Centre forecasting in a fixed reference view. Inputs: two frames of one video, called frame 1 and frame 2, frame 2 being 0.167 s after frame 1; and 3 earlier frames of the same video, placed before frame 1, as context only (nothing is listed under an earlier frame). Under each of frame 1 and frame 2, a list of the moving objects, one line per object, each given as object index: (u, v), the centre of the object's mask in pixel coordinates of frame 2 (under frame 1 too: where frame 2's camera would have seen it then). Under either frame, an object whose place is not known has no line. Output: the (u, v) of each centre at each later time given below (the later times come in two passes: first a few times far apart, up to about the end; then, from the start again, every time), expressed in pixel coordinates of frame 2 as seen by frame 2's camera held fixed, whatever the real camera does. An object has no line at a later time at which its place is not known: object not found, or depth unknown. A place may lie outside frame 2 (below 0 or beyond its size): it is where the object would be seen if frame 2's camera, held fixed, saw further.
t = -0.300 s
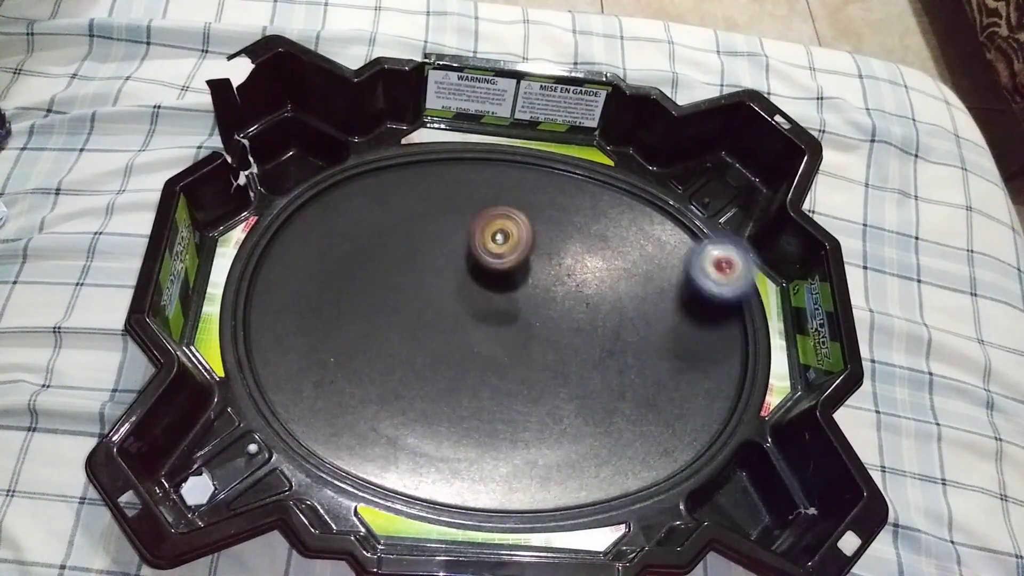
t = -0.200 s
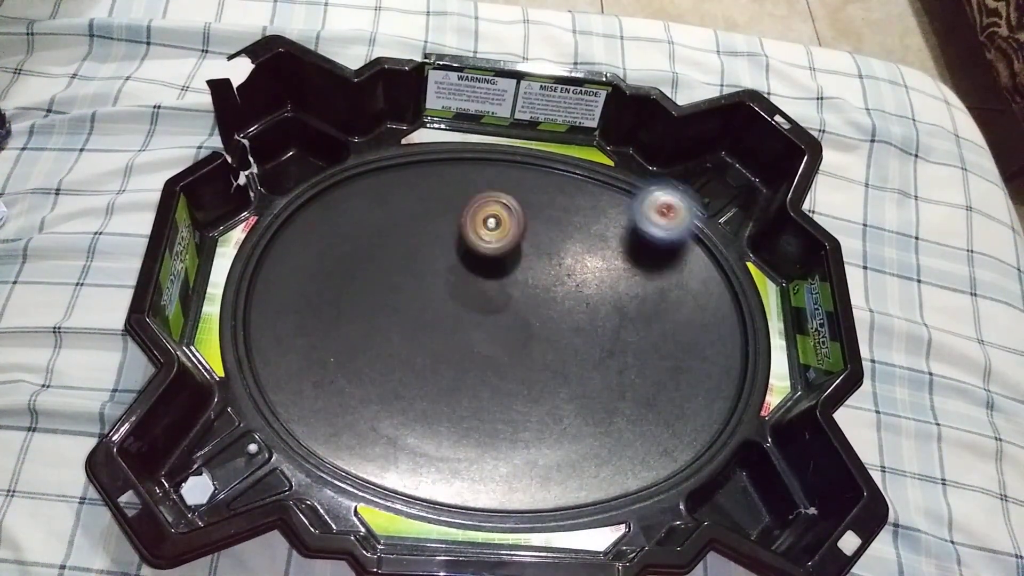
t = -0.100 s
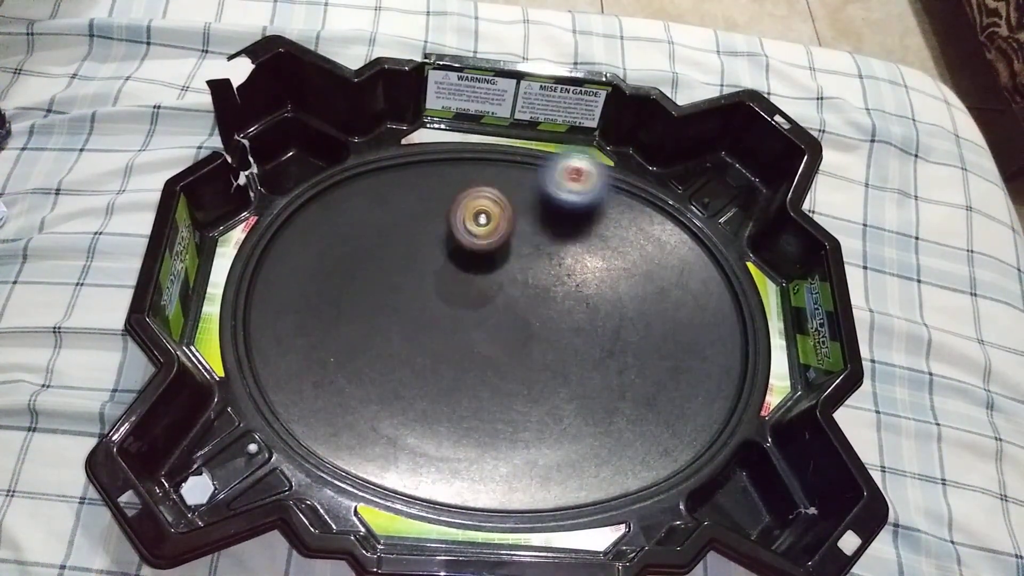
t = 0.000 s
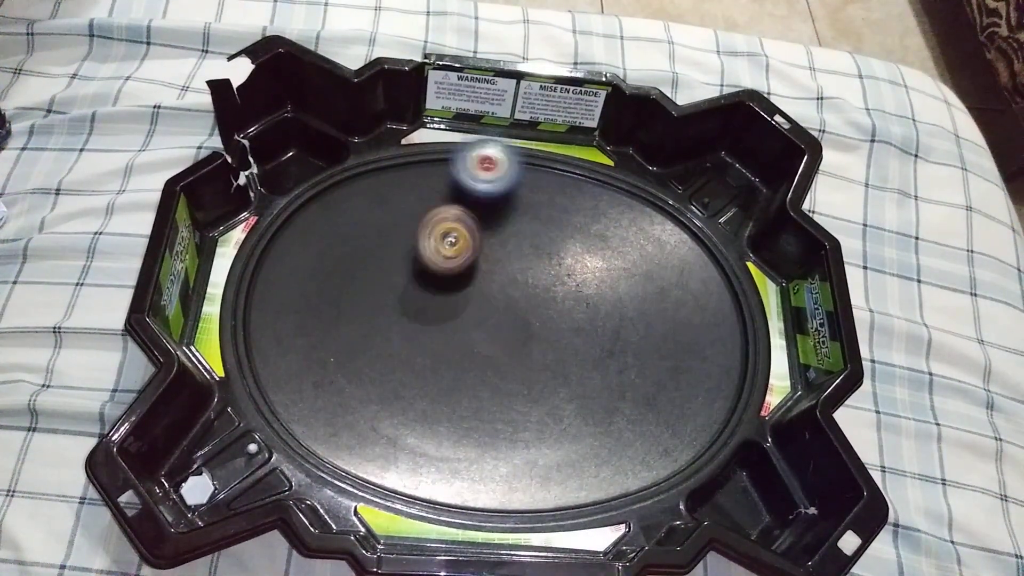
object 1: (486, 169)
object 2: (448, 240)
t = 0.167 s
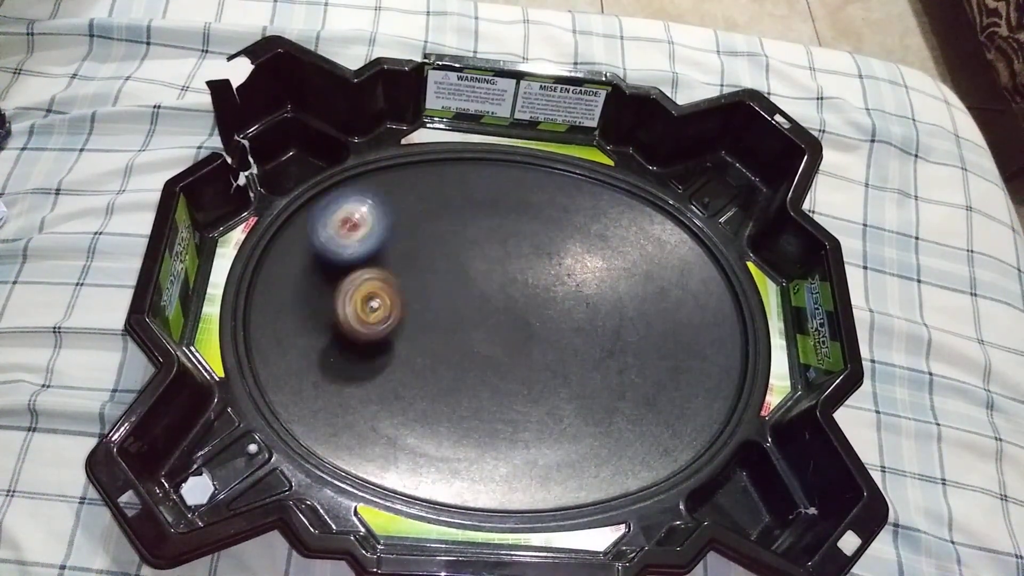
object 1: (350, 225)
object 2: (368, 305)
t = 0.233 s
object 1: (303, 267)
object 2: (342, 350)
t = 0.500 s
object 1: (275, 366)
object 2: (457, 504)
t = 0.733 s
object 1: (438, 415)
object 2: (606, 508)
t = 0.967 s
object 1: (593, 308)
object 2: (585, 383)
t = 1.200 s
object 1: (554, 184)
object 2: (513, 277)
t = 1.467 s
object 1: (431, 158)
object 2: (348, 320)
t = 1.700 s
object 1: (384, 271)
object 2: (213, 469)
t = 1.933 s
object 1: (518, 383)
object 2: (233, 453)
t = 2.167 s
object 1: (670, 357)
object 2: (210, 450)
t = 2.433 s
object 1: (680, 263)
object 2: (218, 440)
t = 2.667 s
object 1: (564, 240)
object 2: (257, 415)
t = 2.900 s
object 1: (495, 331)
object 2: (366, 350)
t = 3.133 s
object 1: (665, 327)
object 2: (348, 291)
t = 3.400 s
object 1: (674, 274)
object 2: (419, 288)
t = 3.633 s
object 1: (588, 273)
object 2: (480, 265)
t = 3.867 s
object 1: (529, 341)
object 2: (473, 239)
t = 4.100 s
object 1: (507, 390)
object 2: (458, 282)
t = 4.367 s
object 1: (489, 416)
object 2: (513, 345)
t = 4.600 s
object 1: (475, 406)
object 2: (551, 319)
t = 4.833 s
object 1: (437, 359)
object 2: (523, 296)
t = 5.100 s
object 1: (396, 305)
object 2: (490, 343)
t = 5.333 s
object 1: (369, 275)
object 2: (520, 379)
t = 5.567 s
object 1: (368, 273)
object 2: (537, 353)
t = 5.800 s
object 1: (413, 291)
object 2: (498, 326)
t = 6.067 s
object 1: (447, 296)
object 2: (538, 369)
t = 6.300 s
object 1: (498, 308)
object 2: (549, 362)
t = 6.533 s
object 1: (497, 279)
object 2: (572, 387)
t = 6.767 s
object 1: (486, 286)
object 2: (541, 375)
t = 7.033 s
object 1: (495, 311)
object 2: (483, 388)
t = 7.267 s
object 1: (491, 339)
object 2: (467, 404)
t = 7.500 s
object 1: (507, 313)
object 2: (429, 452)
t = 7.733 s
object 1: (511, 307)
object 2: (406, 416)
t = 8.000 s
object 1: (519, 309)
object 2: (393, 364)
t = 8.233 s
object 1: (514, 318)
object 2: (388, 349)
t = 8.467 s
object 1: (499, 330)
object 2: (387, 328)
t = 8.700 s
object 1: (484, 341)
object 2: (392, 316)
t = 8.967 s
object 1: (477, 350)
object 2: (410, 307)
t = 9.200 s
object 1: (494, 363)
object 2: (414, 286)
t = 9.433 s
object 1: (506, 361)
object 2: (441, 295)
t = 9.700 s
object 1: (505, 348)
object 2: (473, 290)
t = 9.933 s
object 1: (530, 395)
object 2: (448, 216)
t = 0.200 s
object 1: (324, 248)
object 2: (354, 326)
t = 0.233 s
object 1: (303, 267)
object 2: (342, 350)
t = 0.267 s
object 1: (287, 289)
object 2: (330, 373)
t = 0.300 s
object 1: (279, 314)
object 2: (319, 394)
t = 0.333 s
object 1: (274, 335)
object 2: (315, 420)
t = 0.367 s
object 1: (263, 335)
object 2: (340, 462)
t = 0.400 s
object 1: (259, 337)
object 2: (365, 498)
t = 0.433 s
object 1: (260, 344)
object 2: (399, 498)
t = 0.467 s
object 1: (265, 353)
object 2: (430, 501)
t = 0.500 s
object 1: (275, 366)
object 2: (457, 504)
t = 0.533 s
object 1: (288, 380)
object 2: (482, 508)
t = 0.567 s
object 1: (305, 392)
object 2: (506, 512)
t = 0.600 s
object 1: (327, 403)
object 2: (527, 515)
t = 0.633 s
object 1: (352, 410)
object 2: (550, 521)
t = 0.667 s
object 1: (379, 415)
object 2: (576, 526)
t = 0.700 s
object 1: (408, 417)
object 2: (599, 523)
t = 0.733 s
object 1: (438, 415)
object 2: (606, 508)
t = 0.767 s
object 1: (467, 410)
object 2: (611, 489)
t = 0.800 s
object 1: (495, 401)
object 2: (614, 473)
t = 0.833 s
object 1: (524, 388)
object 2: (612, 458)
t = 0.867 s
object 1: (547, 373)
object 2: (607, 436)
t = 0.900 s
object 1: (566, 354)
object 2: (601, 419)
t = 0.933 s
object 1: (581, 329)
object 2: (594, 401)
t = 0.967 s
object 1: (593, 308)
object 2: (585, 383)
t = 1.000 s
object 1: (596, 285)
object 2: (576, 367)
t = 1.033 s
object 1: (598, 260)
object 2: (566, 352)
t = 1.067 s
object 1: (596, 241)
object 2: (556, 335)
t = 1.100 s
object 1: (591, 222)
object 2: (547, 321)
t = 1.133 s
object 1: (583, 207)
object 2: (536, 305)
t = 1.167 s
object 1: (569, 194)
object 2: (525, 291)
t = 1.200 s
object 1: (554, 184)
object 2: (513, 277)
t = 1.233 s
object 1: (538, 176)
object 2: (501, 266)
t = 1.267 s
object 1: (520, 171)
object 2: (489, 253)
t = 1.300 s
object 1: (500, 167)
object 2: (476, 242)
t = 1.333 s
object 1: (479, 166)
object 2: (463, 233)
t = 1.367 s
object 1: (465, 154)
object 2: (439, 245)
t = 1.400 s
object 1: (455, 143)
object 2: (412, 270)
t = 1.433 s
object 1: (442, 144)
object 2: (376, 301)
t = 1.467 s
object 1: (431, 158)
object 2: (348, 320)
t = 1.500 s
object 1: (420, 174)
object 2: (319, 344)
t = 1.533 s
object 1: (409, 188)
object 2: (289, 372)
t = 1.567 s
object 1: (396, 202)
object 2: (261, 389)
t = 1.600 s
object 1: (387, 215)
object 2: (238, 408)
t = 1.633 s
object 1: (382, 234)
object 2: (222, 429)
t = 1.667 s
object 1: (380, 251)
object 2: (221, 453)
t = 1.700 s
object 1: (384, 271)
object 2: (213, 469)
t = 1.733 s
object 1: (392, 290)
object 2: (207, 479)
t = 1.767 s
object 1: (404, 308)
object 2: (214, 480)
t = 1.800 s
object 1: (419, 327)
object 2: (223, 473)
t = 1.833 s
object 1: (440, 346)
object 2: (229, 464)
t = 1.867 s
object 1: (463, 360)
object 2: (233, 457)
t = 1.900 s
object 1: (489, 373)
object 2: (235, 453)
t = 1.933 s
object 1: (518, 383)
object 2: (233, 453)
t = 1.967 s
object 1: (544, 387)
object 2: (233, 454)
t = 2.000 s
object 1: (571, 390)
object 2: (232, 453)
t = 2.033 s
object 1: (597, 388)
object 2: (230, 452)
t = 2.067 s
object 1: (621, 383)
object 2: (228, 452)
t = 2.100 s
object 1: (638, 376)
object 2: (224, 451)
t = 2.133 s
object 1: (656, 366)
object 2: (217, 450)
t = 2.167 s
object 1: (670, 357)
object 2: (210, 450)
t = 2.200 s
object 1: (680, 344)
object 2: (204, 450)
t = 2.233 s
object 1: (687, 332)
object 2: (202, 453)
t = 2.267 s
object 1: (692, 319)
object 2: (205, 454)
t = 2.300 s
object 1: (694, 304)
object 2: (204, 452)
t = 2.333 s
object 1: (694, 293)
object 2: (205, 449)
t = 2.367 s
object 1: (691, 282)
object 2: (213, 447)
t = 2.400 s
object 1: (687, 272)
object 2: (214, 444)
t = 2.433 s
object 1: (680, 263)
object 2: (218, 440)
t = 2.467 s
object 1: (671, 255)
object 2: (222, 436)
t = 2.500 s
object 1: (659, 248)
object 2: (224, 430)
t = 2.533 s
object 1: (645, 242)
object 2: (220, 428)
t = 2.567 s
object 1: (628, 237)
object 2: (222, 425)
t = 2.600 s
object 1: (610, 233)
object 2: (224, 422)
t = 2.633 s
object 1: (586, 237)
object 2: (236, 417)
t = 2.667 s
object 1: (564, 240)
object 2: (257, 415)
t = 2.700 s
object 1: (540, 248)
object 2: (281, 412)
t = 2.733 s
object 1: (518, 259)
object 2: (306, 407)
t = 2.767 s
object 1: (496, 274)
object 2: (331, 396)
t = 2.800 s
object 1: (477, 289)
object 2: (356, 386)
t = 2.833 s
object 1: (460, 308)
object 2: (381, 372)
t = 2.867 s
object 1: (464, 322)
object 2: (386, 362)
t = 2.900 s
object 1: (495, 331)
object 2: (366, 350)
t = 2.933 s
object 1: (528, 338)
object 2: (352, 340)
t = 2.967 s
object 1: (561, 343)
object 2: (337, 328)
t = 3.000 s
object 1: (589, 347)
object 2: (335, 319)
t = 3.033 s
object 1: (615, 346)
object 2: (328, 311)
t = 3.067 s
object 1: (637, 342)
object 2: (335, 302)
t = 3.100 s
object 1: (654, 335)
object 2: (337, 295)
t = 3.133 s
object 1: (665, 327)
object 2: (348, 291)
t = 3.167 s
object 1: (673, 320)
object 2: (356, 288)
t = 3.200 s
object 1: (678, 313)
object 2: (365, 286)
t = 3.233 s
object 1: (680, 306)
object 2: (372, 286)
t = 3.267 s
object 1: (684, 297)
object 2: (381, 287)
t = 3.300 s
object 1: (684, 291)
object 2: (390, 288)
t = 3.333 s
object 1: (682, 284)
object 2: (401, 288)
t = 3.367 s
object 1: (679, 279)
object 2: (410, 288)
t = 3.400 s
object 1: (674, 274)
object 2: (419, 288)
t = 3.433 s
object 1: (667, 271)
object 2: (430, 286)
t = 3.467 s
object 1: (656, 268)
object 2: (440, 284)
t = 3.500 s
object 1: (644, 266)
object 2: (449, 281)
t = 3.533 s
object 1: (631, 266)
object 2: (458, 277)
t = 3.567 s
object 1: (617, 267)
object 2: (466, 274)
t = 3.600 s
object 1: (604, 270)
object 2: (474, 270)
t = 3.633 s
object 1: (588, 273)
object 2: (480, 265)
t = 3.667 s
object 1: (573, 280)
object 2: (486, 259)
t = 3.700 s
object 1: (559, 288)
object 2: (492, 255)
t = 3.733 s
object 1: (552, 299)
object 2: (486, 249)
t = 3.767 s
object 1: (548, 311)
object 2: (484, 242)
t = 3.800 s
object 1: (540, 322)
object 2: (479, 239)
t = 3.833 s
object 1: (534, 332)
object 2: (475, 239)
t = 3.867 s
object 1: (529, 341)
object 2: (473, 239)
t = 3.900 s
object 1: (525, 350)
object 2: (470, 240)
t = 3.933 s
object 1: (520, 358)
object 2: (466, 243)
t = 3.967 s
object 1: (518, 365)
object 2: (461, 249)
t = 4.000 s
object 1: (514, 372)
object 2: (459, 256)
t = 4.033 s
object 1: (511, 379)
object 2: (458, 264)
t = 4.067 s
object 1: (508, 385)
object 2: (457, 273)
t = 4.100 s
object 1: (507, 390)
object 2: (458, 282)
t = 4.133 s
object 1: (505, 395)
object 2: (461, 292)
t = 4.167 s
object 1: (503, 400)
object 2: (465, 301)
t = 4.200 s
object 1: (500, 404)
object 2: (472, 311)
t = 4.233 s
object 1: (498, 408)
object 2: (479, 320)
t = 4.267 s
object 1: (496, 411)
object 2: (487, 328)
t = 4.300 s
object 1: (493, 413)
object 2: (496, 336)
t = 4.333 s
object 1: (491, 416)
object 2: (505, 342)
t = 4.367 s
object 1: (489, 416)
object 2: (513, 345)
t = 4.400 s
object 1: (489, 417)
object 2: (522, 345)
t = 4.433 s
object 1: (487, 417)
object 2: (531, 344)
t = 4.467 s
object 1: (486, 416)
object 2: (538, 340)
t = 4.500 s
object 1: (484, 415)
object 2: (543, 336)
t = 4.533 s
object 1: (481, 413)
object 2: (546, 331)
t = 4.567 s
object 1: (479, 410)
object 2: (550, 324)
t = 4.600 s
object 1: (475, 406)
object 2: (551, 319)
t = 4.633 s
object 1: (470, 401)
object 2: (550, 313)
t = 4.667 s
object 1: (465, 396)
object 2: (548, 307)
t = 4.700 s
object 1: (460, 389)
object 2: (545, 302)
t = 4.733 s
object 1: (455, 382)
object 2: (541, 299)
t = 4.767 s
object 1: (449, 375)
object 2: (536, 296)
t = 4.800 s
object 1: (443, 366)
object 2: (530, 295)
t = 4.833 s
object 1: (437, 359)
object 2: (523, 296)
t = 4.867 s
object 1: (431, 353)
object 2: (518, 297)
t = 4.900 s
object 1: (426, 345)
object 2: (512, 300)
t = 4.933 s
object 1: (421, 338)
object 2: (506, 305)
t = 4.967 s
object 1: (415, 331)
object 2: (500, 311)
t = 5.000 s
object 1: (409, 324)
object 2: (496, 318)
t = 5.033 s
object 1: (404, 318)
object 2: (492, 325)
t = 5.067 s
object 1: (399, 312)
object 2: (490, 334)
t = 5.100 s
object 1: (396, 305)
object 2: (490, 343)
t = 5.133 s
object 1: (391, 300)
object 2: (491, 351)
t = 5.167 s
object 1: (387, 295)
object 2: (493, 359)
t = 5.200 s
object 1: (383, 290)
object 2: (496, 366)
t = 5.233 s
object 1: (379, 286)
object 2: (501, 371)
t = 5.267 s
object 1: (375, 282)
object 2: (507, 376)
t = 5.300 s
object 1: (371, 278)
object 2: (513, 379)
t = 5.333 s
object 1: (369, 275)
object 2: (520, 379)
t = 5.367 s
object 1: (366, 274)
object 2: (525, 379)
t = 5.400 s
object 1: (365, 273)
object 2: (530, 377)
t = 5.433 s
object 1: (364, 272)
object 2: (534, 373)
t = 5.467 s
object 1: (364, 273)
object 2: (537, 370)
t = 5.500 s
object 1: (364, 273)
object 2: (538, 365)
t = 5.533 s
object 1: (366, 273)
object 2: (539, 359)
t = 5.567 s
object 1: (368, 273)
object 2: (537, 353)
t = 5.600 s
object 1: (371, 274)
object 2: (535, 349)
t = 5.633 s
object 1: (375, 276)
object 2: (531, 343)
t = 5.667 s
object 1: (380, 278)
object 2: (525, 338)
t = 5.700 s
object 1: (386, 280)
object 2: (520, 334)
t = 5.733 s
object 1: (394, 284)
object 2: (514, 331)
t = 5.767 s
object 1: (403, 287)
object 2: (507, 327)
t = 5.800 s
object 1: (413, 291)
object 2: (498, 326)
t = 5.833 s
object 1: (422, 294)
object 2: (496, 329)
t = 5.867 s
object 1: (421, 290)
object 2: (504, 336)
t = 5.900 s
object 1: (423, 289)
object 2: (510, 345)
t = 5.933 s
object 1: (428, 289)
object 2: (518, 354)
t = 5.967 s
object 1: (431, 290)
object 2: (522, 359)
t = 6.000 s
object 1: (435, 292)
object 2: (527, 364)
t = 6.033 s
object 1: (440, 294)
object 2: (533, 367)
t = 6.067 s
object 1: (447, 296)
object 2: (538, 369)
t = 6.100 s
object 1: (453, 298)
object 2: (541, 369)
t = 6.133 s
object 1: (459, 301)
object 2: (544, 368)
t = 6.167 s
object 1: (467, 304)
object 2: (546, 368)
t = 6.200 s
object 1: (475, 306)
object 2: (546, 365)
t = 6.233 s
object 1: (484, 308)
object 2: (547, 363)
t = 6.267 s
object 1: (493, 310)
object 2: (547, 360)
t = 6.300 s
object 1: (498, 308)
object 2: (549, 362)
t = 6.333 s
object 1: (501, 302)
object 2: (555, 366)
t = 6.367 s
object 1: (501, 295)
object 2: (565, 375)
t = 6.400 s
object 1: (501, 289)
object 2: (569, 382)
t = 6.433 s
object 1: (500, 285)
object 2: (574, 386)
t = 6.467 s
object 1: (499, 283)
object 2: (575, 387)
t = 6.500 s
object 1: (499, 281)
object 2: (575, 386)
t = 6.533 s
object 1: (497, 279)
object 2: (572, 387)
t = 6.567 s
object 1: (495, 278)
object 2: (569, 387)
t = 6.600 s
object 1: (494, 278)
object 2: (569, 387)
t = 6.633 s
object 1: (491, 278)
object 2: (568, 384)
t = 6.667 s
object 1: (490, 279)
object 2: (563, 381)
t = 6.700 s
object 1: (488, 280)
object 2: (557, 379)
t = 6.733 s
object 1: (486, 284)
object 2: (549, 377)
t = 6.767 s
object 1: (486, 286)
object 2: (541, 375)
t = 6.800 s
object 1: (485, 290)
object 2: (534, 375)
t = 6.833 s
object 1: (485, 294)
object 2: (526, 375)
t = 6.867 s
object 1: (487, 295)
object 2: (518, 375)
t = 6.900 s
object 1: (489, 298)
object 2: (511, 377)
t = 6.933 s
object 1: (491, 300)
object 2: (502, 378)
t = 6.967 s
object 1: (492, 303)
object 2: (495, 381)
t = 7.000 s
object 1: (494, 307)
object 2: (489, 385)
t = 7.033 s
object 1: (495, 311)
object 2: (483, 388)
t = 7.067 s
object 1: (496, 314)
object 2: (477, 392)
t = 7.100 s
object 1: (497, 317)
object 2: (473, 396)
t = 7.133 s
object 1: (496, 321)
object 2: (469, 399)
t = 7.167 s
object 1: (495, 325)
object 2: (466, 402)
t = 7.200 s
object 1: (494, 330)
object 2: (466, 405)
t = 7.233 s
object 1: (492, 335)
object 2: (466, 405)
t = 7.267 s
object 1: (491, 339)
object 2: (467, 404)
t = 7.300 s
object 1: (494, 335)
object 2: (460, 416)
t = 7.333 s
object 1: (501, 324)
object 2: (448, 435)
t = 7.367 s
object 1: (507, 319)
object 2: (444, 444)
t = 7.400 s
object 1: (507, 318)
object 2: (439, 449)
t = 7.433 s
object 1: (507, 316)
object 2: (433, 453)
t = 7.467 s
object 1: (507, 315)
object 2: (431, 454)
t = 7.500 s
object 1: (507, 313)
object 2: (429, 452)
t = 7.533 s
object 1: (507, 313)
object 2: (428, 448)
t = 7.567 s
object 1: (508, 310)
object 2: (425, 443)
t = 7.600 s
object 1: (508, 311)
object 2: (421, 438)
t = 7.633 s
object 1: (509, 309)
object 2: (415, 434)
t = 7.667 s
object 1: (510, 308)
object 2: (410, 429)
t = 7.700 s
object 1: (511, 306)
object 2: (408, 423)
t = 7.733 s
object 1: (511, 307)
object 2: (406, 416)
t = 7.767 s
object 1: (512, 307)
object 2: (405, 409)
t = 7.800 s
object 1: (514, 307)
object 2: (403, 400)
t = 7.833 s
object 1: (515, 306)
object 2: (402, 392)
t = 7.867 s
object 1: (516, 307)
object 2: (401, 385)
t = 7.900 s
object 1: (517, 306)
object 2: (400, 377)
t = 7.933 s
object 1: (518, 307)
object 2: (398, 371)
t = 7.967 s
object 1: (518, 308)
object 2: (396, 367)
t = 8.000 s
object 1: (519, 309)
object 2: (393, 364)
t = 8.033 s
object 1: (519, 310)
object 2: (391, 361)
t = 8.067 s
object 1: (519, 311)
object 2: (389, 361)
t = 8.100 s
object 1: (519, 311)
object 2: (388, 359)
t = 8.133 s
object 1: (518, 313)
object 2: (389, 356)
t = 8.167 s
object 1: (517, 316)
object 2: (389, 354)
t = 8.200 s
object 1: (516, 317)
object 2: (389, 351)
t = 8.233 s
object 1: (514, 318)
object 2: (388, 349)
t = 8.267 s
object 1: (512, 320)
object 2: (389, 347)
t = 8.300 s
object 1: (511, 321)
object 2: (389, 344)
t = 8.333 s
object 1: (509, 324)
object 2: (388, 340)
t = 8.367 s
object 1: (507, 324)
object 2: (388, 336)
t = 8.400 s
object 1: (505, 326)
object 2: (386, 334)
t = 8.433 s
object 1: (502, 328)
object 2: (386, 332)
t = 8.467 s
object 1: (499, 330)
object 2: (387, 328)
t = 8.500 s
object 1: (496, 332)
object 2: (390, 325)
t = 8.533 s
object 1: (493, 334)
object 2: (392, 321)
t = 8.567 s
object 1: (490, 335)
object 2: (392, 317)
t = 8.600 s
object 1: (487, 337)
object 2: (391, 315)
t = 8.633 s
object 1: (485, 339)
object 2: (390, 314)
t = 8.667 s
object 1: (485, 340)
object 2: (389, 314)
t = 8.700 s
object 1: (484, 341)
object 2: (392, 316)
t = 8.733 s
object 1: (483, 342)
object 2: (395, 317)
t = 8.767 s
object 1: (483, 343)
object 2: (398, 315)
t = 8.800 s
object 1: (481, 344)
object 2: (401, 313)
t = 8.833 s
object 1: (480, 345)
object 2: (402, 312)
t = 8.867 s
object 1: (479, 346)
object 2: (403, 311)
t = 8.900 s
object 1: (478, 347)
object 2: (405, 310)
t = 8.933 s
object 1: (477, 348)
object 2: (410, 310)
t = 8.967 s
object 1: (477, 350)
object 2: (410, 307)
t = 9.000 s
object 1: (480, 354)
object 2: (406, 303)
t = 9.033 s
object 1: (483, 356)
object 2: (408, 297)
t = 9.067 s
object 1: (485, 357)
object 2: (410, 292)
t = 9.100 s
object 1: (488, 360)
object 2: (411, 288)
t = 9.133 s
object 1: (490, 361)
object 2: (412, 284)
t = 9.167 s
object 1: (492, 362)
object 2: (412, 284)
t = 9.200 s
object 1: (494, 363)
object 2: (414, 286)
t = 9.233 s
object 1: (497, 363)
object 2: (418, 288)
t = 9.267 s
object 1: (499, 363)
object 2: (421, 289)
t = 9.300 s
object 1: (501, 364)
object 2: (423, 289)
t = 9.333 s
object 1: (502, 364)
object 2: (425, 291)
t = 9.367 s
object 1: (504, 363)
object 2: (430, 292)
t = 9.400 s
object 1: (506, 362)
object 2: (435, 293)
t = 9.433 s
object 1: (506, 361)
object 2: (441, 295)
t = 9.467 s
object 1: (507, 359)
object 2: (446, 295)
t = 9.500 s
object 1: (508, 357)
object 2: (450, 295)
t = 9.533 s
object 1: (507, 355)
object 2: (454, 296)
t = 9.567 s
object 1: (507, 353)
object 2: (457, 298)
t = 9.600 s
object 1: (507, 351)
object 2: (459, 300)
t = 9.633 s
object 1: (506, 349)
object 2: (462, 299)
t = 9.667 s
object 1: (505, 349)
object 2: (469, 295)
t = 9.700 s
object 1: (505, 348)
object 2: (473, 290)
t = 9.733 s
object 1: (507, 359)
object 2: (467, 278)
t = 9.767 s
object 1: (511, 370)
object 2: (457, 257)
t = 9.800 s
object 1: (515, 377)
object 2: (457, 239)
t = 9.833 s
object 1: (519, 383)
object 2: (454, 222)
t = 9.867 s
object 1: (523, 387)
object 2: (448, 215)
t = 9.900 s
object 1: (526, 390)
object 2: (446, 213)
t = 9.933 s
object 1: (530, 395)
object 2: (448, 216)
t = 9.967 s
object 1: (533, 398)
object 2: (448, 218)
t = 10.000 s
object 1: (537, 400)
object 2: (450, 223)
